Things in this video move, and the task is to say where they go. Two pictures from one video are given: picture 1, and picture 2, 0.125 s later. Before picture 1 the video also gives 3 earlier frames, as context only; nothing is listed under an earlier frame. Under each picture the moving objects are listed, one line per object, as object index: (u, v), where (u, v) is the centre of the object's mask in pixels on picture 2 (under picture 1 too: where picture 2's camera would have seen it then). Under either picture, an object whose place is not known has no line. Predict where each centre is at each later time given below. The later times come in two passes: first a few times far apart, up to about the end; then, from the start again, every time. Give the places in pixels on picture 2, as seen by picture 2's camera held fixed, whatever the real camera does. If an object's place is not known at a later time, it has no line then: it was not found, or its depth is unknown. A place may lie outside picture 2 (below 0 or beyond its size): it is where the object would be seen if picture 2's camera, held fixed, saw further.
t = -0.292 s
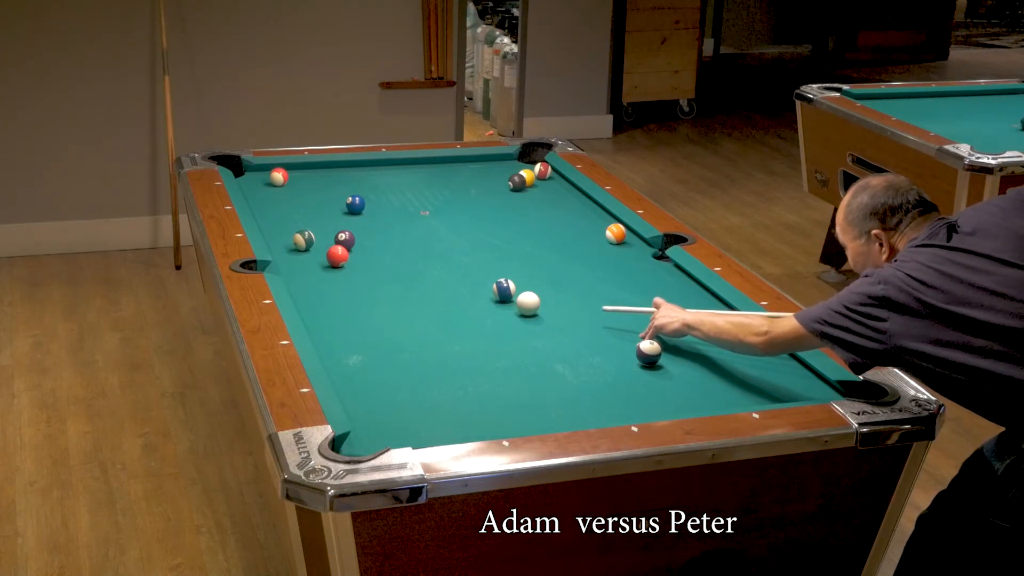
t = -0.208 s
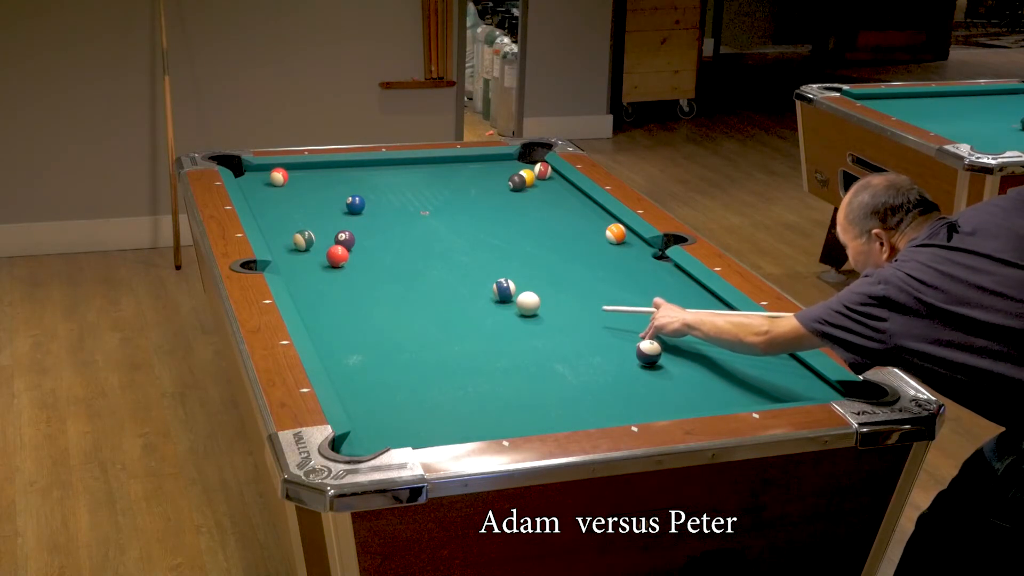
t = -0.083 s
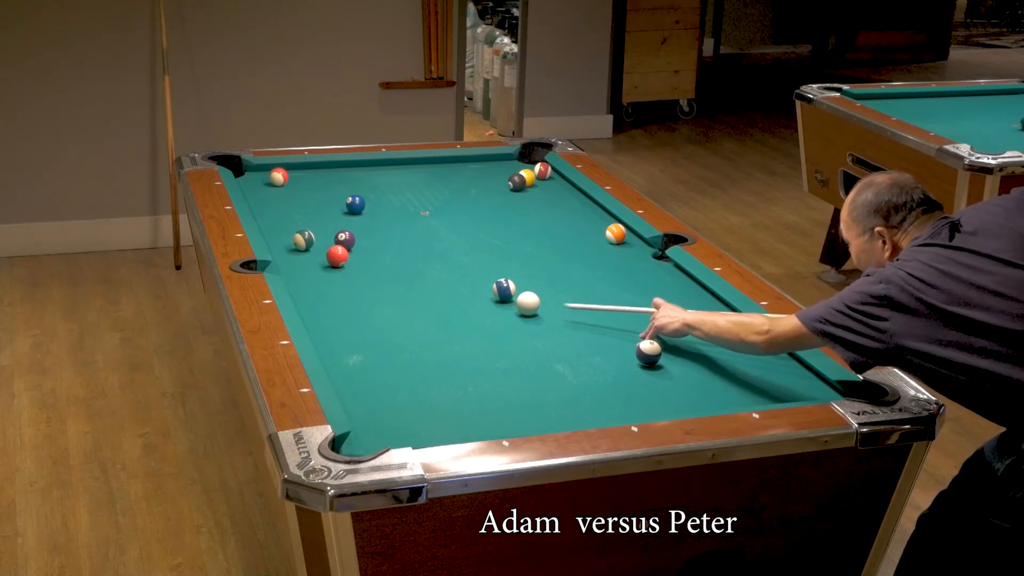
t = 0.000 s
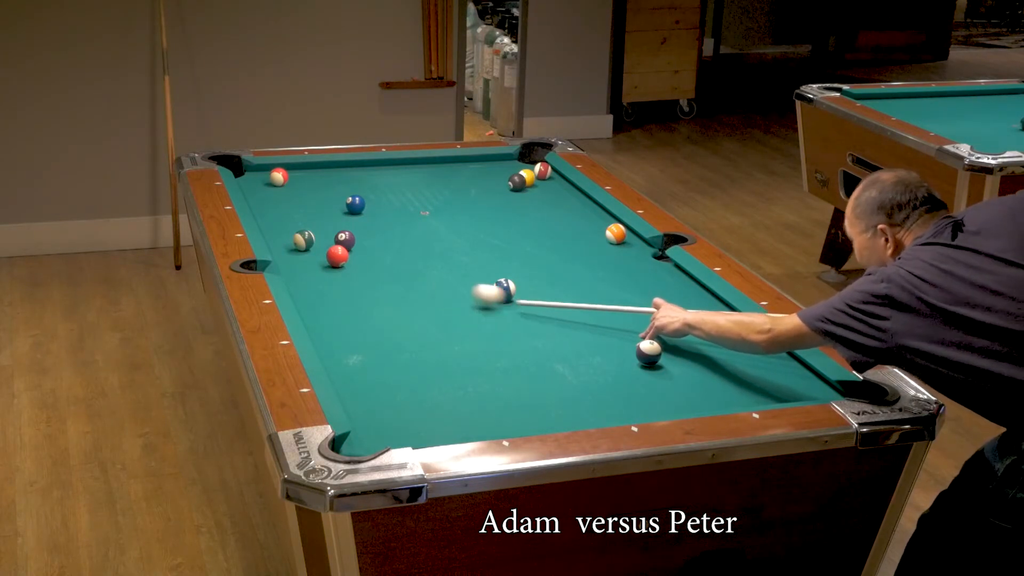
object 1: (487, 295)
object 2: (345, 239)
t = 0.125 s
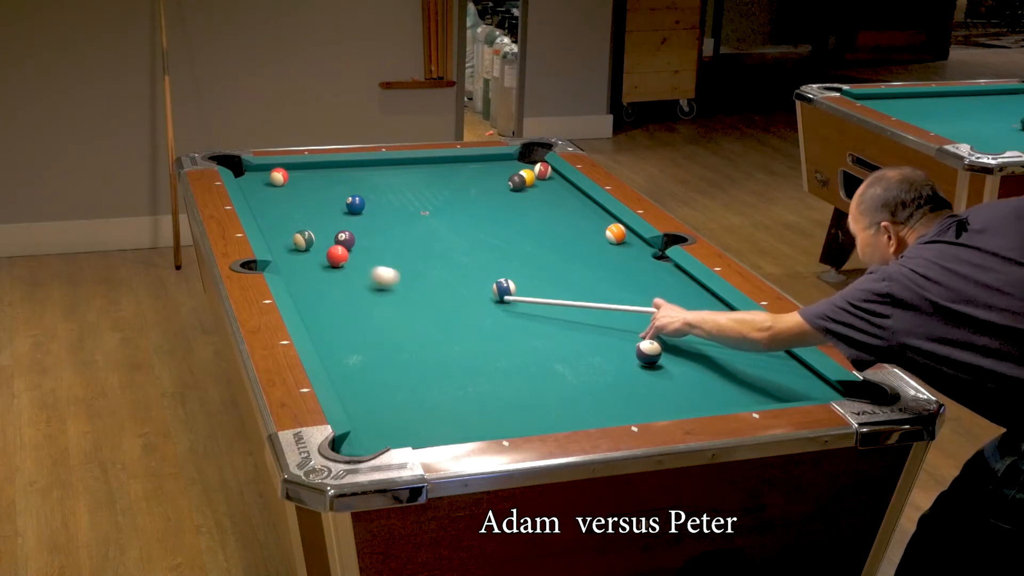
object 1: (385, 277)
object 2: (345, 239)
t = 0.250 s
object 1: (300, 262)
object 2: (345, 239)
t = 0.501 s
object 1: (327, 238)
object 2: (357, 239)
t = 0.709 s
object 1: (344, 226)
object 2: (393, 235)
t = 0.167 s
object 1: (355, 272)
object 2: (345, 239)
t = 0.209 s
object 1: (326, 266)
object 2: (345, 239)
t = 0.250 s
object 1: (300, 262)
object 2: (345, 239)
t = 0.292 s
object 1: (285, 258)
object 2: (345, 239)
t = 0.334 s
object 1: (298, 254)
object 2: (345, 239)
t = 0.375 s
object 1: (309, 249)
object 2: (345, 239)
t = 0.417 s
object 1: (318, 245)
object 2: (345, 239)
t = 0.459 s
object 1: (324, 241)
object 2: (348, 239)
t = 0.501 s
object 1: (327, 238)
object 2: (357, 239)
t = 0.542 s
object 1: (331, 236)
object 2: (365, 238)
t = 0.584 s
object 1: (334, 233)
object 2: (372, 237)
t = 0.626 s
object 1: (337, 231)
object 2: (379, 236)
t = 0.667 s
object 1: (341, 228)
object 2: (386, 235)
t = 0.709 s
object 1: (344, 226)
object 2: (393, 235)
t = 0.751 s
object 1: (347, 223)
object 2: (400, 234)
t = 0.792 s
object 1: (350, 221)
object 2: (407, 233)
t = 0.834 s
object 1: (353, 218)
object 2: (414, 232)
